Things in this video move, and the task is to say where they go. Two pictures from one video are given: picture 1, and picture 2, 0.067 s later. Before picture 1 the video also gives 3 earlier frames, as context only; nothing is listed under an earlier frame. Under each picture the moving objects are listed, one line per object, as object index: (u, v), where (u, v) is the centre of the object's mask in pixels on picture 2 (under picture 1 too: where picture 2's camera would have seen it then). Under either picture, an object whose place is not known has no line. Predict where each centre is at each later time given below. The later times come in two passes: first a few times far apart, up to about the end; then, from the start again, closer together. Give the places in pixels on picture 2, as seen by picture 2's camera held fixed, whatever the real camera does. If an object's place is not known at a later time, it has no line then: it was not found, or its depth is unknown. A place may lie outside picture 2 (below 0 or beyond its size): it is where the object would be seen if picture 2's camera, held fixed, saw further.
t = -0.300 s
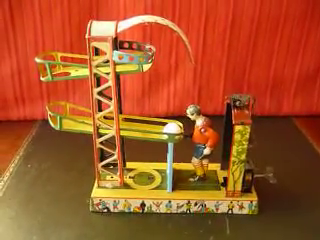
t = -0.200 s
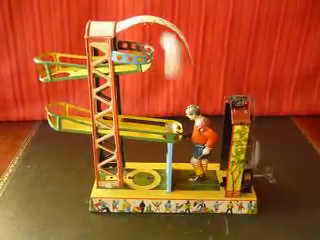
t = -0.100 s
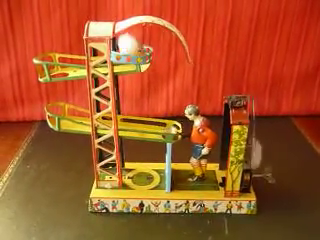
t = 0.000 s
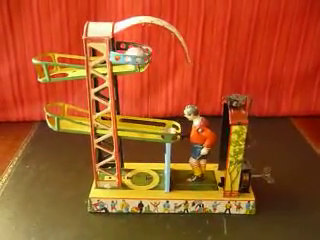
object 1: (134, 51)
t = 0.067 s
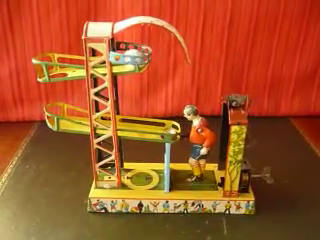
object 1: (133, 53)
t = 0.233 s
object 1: (125, 52)
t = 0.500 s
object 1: (84, 59)
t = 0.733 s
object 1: (59, 81)
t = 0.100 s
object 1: (133, 52)
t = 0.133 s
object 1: (131, 52)
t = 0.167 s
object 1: (129, 52)
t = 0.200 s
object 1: (127, 52)
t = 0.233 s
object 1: (125, 52)
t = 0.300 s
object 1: (118, 51)
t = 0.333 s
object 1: (115, 52)
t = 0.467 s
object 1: (90, 58)
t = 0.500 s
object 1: (84, 59)
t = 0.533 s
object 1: (78, 60)
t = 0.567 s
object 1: (75, 59)
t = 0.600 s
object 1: (69, 64)
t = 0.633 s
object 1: (62, 65)
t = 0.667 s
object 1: (57, 68)
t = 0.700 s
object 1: (56, 76)
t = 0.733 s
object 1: (59, 81)
